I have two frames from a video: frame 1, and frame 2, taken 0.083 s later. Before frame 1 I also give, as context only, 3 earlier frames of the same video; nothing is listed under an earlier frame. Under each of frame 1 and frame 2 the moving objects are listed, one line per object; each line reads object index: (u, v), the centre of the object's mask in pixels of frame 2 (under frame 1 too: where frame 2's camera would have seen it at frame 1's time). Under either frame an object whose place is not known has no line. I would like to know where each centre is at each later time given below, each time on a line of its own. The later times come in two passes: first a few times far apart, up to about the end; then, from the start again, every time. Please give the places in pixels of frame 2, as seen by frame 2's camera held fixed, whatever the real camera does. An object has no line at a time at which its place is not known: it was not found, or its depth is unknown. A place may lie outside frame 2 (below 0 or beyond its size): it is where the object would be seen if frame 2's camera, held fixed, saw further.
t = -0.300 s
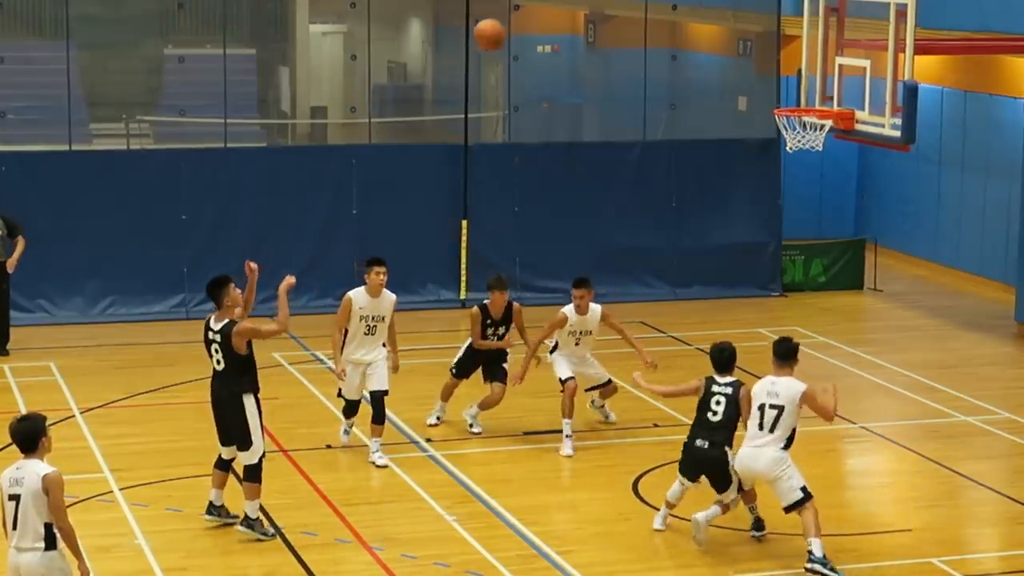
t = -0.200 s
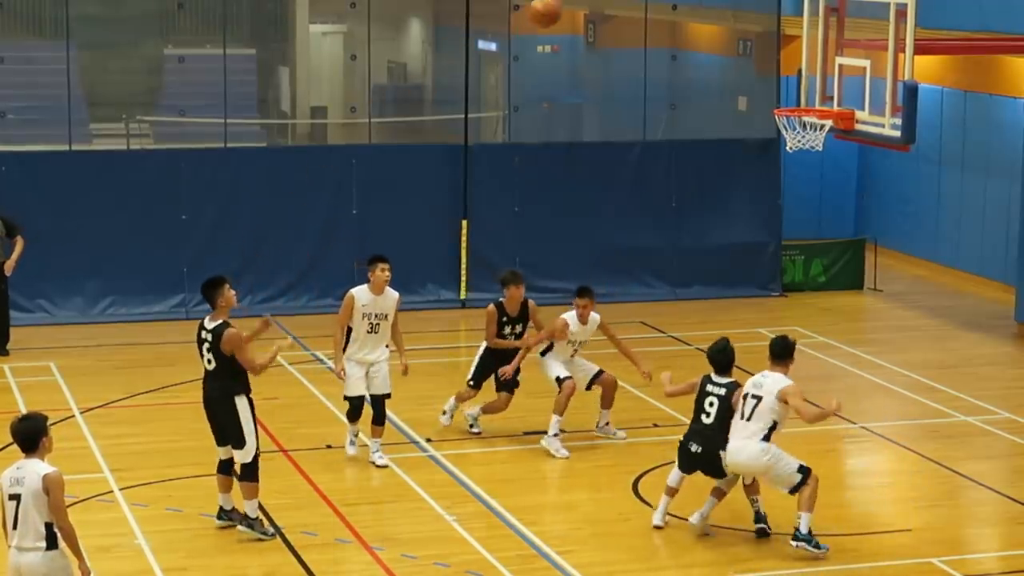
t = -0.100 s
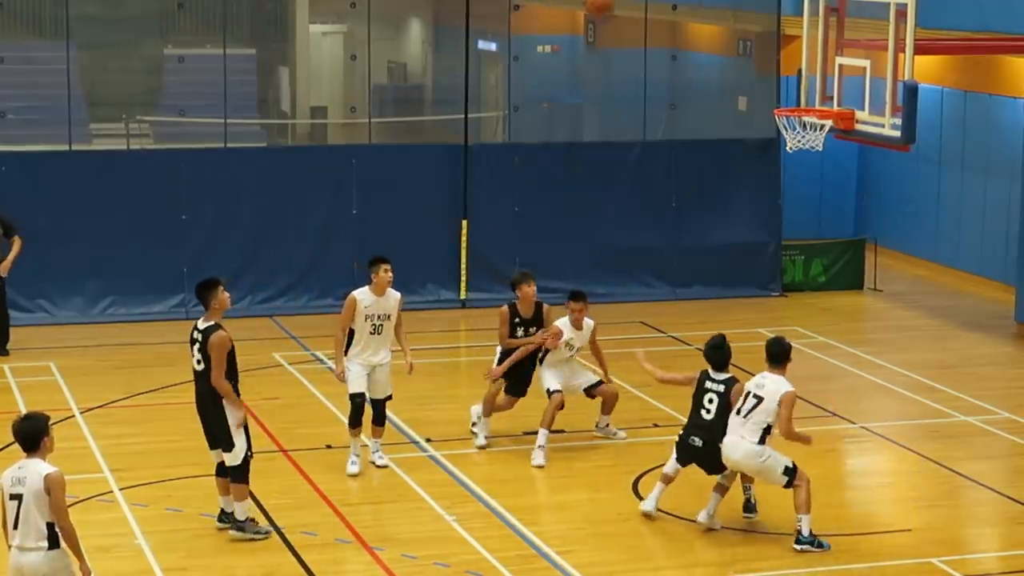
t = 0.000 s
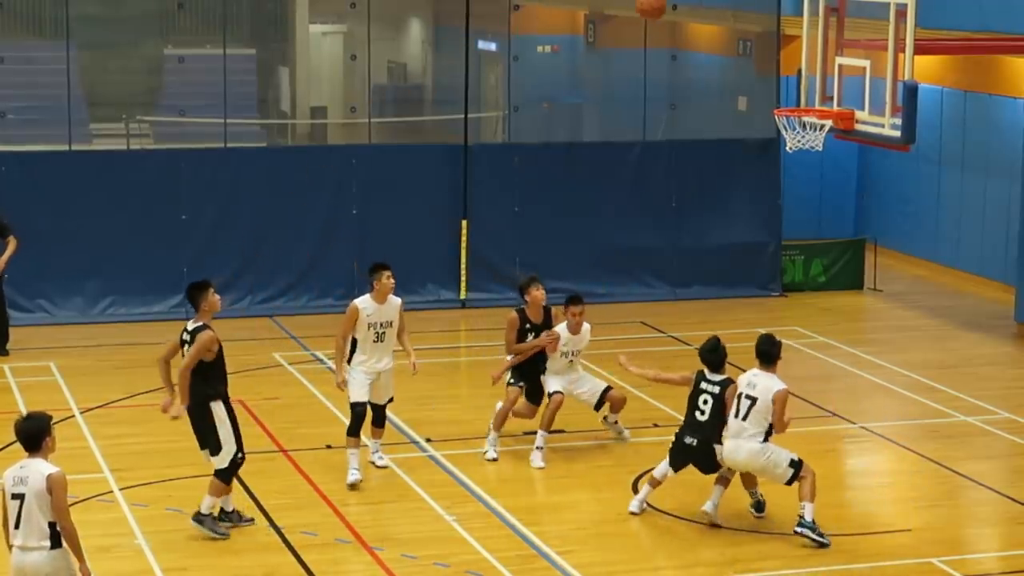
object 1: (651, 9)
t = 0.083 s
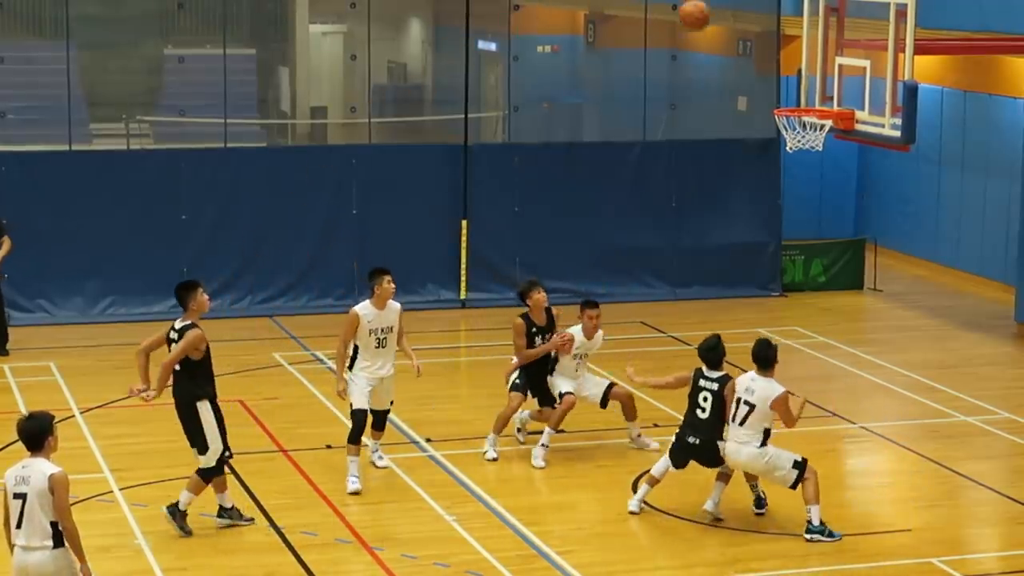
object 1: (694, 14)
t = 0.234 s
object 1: (769, 57)
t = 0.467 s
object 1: (800, 70)
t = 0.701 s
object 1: (763, 66)
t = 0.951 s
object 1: (719, 148)
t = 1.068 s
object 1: (697, 220)
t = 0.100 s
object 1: (702, 19)
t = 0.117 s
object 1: (711, 22)
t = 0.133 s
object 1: (719, 26)
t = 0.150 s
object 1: (728, 31)
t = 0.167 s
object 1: (736, 35)
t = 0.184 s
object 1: (744, 40)
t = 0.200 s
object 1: (753, 45)
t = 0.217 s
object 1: (761, 51)
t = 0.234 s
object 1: (769, 57)
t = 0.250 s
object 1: (778, 63)
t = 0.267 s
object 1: (785, 70)
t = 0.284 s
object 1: (793, 77)
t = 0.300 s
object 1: (802, 85)
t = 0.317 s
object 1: (808, 92)
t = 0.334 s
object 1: (816, 99)
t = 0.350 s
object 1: (815, 96)
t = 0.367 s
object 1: (812, 92)
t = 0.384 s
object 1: (810, 89)
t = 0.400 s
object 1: (808, 83)
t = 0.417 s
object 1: (806, 79)
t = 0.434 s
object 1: (804, 76)
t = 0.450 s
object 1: (802, 74)
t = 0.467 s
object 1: (800, 70)
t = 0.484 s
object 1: (797, 67)
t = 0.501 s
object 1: (795, 64)
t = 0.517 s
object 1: (792, 63)
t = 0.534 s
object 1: (790, 61)
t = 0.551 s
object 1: (787, 60)
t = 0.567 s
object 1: (785, 59)
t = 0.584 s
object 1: (783, 59)
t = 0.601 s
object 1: (781, 59)
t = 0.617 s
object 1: (777, 59)
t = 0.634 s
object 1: (774, 60)
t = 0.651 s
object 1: (772, 61)
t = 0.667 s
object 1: (769, 62)
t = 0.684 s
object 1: (766, 64)
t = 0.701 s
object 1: (763, 66)
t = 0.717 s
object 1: (761, 68)
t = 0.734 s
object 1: (757, 72)
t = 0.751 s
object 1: (755, 75)
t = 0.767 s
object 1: (751, 79)
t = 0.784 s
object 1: (749, 83)
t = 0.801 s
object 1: (746, 88)
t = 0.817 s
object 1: (743, 93)
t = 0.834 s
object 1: (740, 98)
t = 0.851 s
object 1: (737, 104)
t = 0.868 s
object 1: (734, 110)
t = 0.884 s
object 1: (732, 116)
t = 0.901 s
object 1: (728, 124)
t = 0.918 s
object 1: (725, 132)
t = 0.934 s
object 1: (723, 140)
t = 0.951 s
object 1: (719, 148)
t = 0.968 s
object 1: (716, 157)
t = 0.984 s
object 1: (713, 166)
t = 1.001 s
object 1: (710, 176)
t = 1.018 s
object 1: (706, 187)
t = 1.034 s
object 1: (703, 197)
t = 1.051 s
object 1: (700, 209)
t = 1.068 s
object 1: (697, 220)
